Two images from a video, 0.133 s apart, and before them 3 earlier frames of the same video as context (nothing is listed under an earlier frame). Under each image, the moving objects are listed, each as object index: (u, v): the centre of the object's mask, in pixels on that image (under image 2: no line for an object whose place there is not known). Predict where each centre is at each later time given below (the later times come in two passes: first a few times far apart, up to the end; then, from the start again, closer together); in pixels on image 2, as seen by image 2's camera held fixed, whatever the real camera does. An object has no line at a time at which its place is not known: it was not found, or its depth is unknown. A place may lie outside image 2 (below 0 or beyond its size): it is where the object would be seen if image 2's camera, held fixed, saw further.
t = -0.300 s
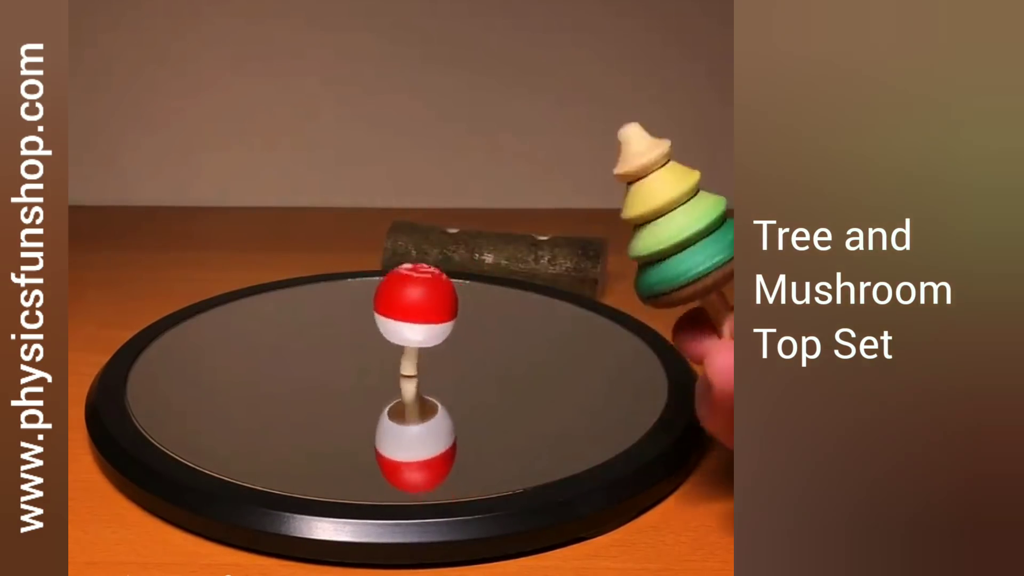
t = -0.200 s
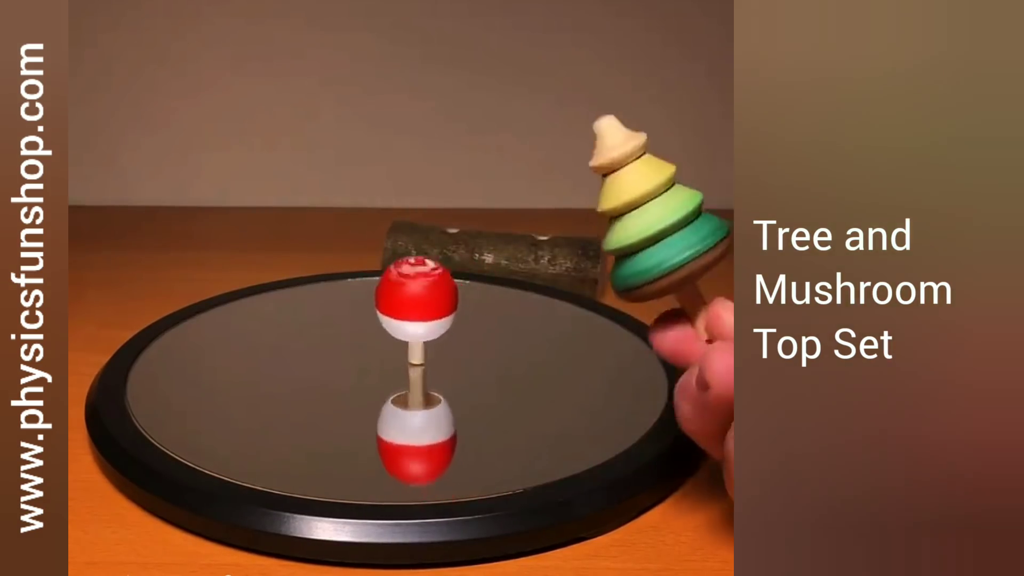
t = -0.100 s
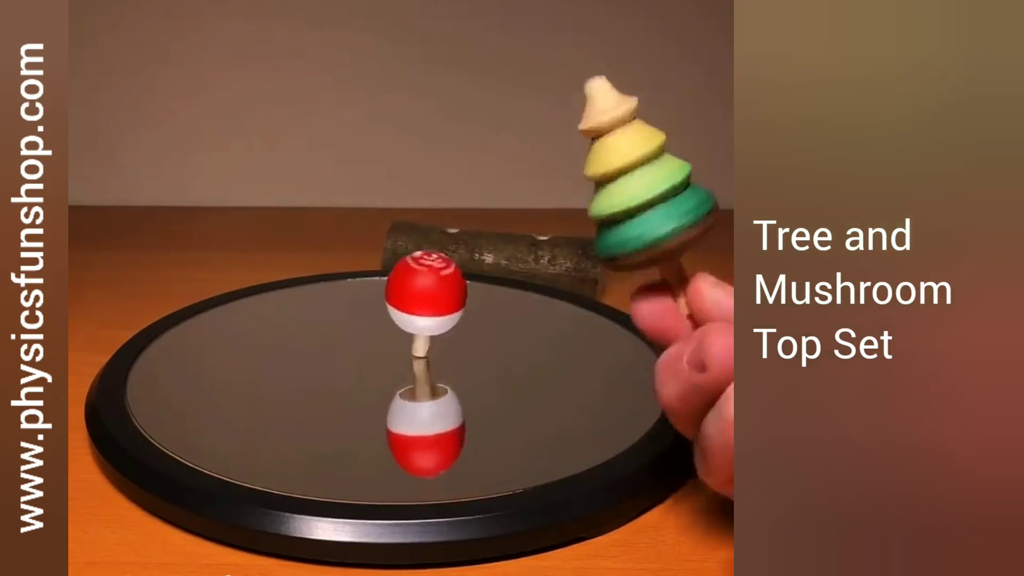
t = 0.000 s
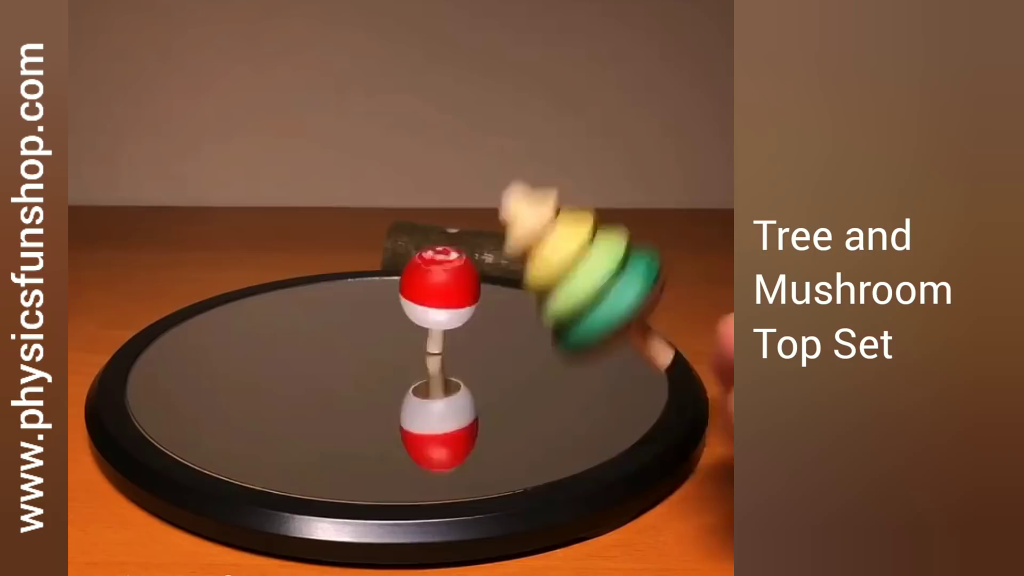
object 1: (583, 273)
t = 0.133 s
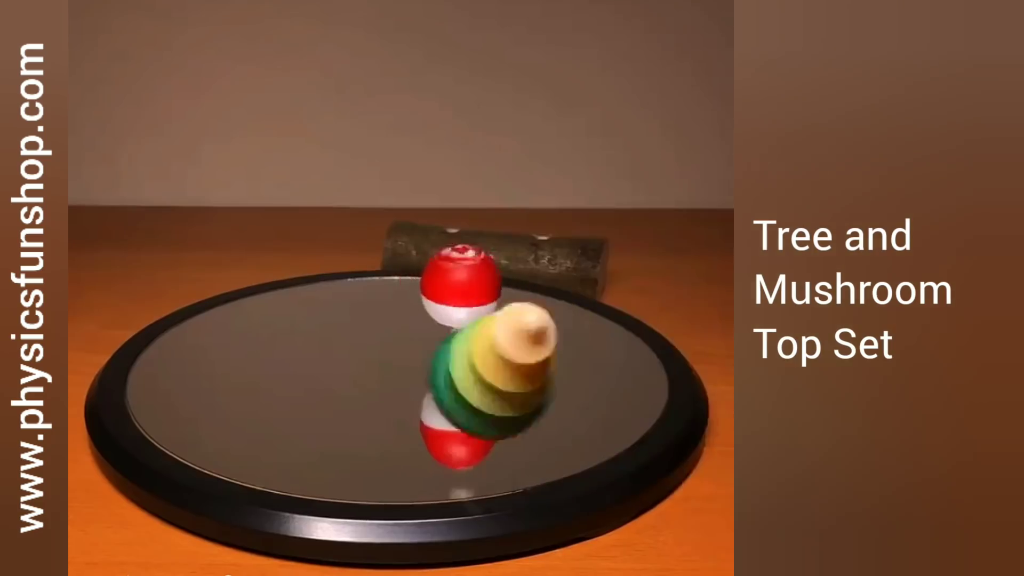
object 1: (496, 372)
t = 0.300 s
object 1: (389, 372)
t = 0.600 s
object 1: (297, 316)
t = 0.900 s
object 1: (262, 286)
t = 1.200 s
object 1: (295, 264)
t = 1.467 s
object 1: (342, 247)
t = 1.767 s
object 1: (395, 229)
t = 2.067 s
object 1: (447, 234)
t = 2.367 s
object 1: (499, 248)
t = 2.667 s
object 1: (542, 266)
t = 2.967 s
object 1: (561, 283)
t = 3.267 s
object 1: (537, 298)
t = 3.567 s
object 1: (479, 313)
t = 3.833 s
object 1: (427, 322)
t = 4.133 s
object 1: (379, 323)
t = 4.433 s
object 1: (354, 313)
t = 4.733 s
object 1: (338, 291)
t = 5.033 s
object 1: (324, 268)
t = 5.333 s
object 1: (331, 257)
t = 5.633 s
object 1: (363, 250)
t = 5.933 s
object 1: (394, 227)
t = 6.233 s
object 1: (444, 245)
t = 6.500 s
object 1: (487, 254)
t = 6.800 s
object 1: (520, 262)
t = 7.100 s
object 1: (525, 272)
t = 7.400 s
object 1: (512, 289)
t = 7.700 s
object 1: (501, 304)
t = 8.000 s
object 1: (473, 311)
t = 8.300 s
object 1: (436, 313)
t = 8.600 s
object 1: (392, 308)
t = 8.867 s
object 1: (358, 300)
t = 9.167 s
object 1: (339, 291)
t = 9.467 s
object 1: (340, 279)
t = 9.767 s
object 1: (350, 267)
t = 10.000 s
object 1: (364, 259)
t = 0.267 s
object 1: (406, 378)
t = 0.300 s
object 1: (389, 372)
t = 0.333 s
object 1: (375, 376)
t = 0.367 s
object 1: (362, 378)
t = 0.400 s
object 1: (353, 369)
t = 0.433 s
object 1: (347, 358)
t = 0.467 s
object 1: (341, 355)
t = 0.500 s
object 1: (331, 346)
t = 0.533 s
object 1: (320, 332)
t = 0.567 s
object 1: (308, 326)
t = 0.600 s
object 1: (297, 316)
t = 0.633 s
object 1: (285, 309)
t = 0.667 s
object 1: (276, 305)
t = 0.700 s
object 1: (268, 301)
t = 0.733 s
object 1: (264, 299)
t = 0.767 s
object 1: (262, 296)
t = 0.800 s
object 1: (261, 293)
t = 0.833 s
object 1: (261, 291)
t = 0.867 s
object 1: (261, 288)
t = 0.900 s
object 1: (262, 286)
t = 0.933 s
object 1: (264, 284)
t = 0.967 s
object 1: (266, 281)
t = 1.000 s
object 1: (269, 279)
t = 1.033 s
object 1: (272, 276)
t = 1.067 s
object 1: (276, 274)
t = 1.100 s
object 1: (280, 272)
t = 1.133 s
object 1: (285, 269)
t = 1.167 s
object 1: (289, 266)
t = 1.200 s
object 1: (295, 264)
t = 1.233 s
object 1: (300, 262)
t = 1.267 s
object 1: (306, 260)
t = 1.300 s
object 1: (311, 257)
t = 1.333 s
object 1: (317, 255)
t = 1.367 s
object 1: (323, 253)
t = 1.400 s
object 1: (330, 251)
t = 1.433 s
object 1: (336, 249)
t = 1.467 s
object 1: (342, 247)
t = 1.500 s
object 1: (348, 245)
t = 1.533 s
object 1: (354, 243)
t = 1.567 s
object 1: (360, 242)
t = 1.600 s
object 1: (366, 240)
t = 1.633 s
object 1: (373, 239)
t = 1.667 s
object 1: (379, 238)
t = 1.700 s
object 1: (384, 237)
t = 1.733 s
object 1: (389, 235)
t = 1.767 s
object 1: (395, 229)
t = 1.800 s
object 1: (400, 216)
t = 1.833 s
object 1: (406, 214)
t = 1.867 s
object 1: (412, 214)
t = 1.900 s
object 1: (418, 213)
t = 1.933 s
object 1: (424, 212)
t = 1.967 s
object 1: (430, 213)
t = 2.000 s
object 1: (436, 226)
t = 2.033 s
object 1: (442, 232)
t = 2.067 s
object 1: (447, 234)
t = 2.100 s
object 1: (452, 235)
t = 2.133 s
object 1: (458, 237)
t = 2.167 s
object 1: (466, 239)
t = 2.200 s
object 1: (471, 240)
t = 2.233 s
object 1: (477, 242)
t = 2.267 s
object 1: (482, 243)
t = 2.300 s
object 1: (488, 245)
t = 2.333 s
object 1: (493, 246)
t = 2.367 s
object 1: (499, 248)
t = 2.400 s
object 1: (504, 250)
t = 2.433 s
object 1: (510, 252)
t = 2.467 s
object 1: (515, 253)
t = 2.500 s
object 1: (520, 256)
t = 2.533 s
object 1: (525, 258)
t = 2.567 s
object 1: (530, 260)
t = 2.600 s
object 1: (534, 262)
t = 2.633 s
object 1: (538, 264)
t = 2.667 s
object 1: (542, 266)
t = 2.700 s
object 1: (546, 268)
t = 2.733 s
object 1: (550, 270)
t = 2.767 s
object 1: (552, 272)
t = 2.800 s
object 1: (555, 274)
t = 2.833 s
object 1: (557, 276)
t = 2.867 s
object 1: (559, 278)
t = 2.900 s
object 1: (560, 279)
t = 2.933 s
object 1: (561, 281)
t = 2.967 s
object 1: (561, 283)
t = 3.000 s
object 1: (561, 285)
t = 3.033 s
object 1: (559, 287)
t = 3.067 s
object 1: (558, 288)
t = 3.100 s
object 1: (556, 290)
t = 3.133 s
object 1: (553, 291)
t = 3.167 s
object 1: (550, 293)
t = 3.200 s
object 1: (546, 295)
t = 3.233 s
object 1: (542, 297)
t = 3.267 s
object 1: (537, 298)
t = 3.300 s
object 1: (532, 300)
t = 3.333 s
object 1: (527, 302)
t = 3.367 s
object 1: (521, 303)
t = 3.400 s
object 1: (515, 305)
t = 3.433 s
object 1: (509, 307)
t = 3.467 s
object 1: (502, 308)
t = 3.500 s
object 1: (496, 309)
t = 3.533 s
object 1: (489, 311)
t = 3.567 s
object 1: (479, 313)
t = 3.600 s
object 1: (472, 315)
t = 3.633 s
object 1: (465, 316)
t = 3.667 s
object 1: (459, 318)
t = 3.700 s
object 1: (452, 318)
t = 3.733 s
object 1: (446, 319)
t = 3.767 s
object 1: (439, 321)
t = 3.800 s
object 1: (433, 322)
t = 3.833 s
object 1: (427, 322)
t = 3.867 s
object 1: (421, 323)
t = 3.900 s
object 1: (415, 322)
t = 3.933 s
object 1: (410, 322)
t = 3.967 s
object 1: (404, 322)
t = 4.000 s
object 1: (398, 323)
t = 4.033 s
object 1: (393, 323)
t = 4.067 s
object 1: (388, 324)
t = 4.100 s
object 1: (383, 323)
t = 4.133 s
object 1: (379, 323)
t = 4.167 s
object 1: (375, 323)
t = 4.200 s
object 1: (372, 323)
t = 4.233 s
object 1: (369, 322)
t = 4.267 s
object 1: (366, 321)
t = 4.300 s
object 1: (363, 320)
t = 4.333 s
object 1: (361, 318)
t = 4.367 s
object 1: (358, 317)
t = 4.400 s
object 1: (356, 315)
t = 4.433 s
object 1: (354, 313)
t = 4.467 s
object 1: (352, 311)
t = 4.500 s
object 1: (351, 309)
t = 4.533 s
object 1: (349, 306)
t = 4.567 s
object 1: (347, 305)
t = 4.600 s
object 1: (345, 303)
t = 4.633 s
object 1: (343, 299)
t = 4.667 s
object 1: (342, 297)
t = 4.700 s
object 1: (340, 294)
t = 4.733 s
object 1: (338, 291)
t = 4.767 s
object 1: (336, 288)
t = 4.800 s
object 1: (334, 286)
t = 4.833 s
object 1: (332, 283)
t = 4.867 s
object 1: (331, 281)
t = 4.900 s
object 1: (329, 278)
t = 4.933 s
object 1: (327, 275)
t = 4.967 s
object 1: (326, 273)
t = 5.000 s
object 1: (325, 271)
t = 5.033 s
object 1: (324, 268)
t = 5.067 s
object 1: (324, 267)
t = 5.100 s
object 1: (324, 265)
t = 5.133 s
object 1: (323, 264)
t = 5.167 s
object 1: (324, 263)
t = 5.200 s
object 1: (325, 261)
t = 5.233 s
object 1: (326, 259)
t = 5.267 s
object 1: (327, 258)
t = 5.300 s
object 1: (329, 258)
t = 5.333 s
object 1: (331, 257)
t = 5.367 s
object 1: (334, 256)
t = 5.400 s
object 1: (336, 255)
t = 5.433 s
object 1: (340, 255)
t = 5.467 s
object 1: (344, 254)
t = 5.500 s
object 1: (348, 254)
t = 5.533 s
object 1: (352, 253)
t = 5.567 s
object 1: (356, 252)
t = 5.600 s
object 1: (360, 251)
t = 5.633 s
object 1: (363, 250)
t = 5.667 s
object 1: (366, 250)
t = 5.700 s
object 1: (369, 249)
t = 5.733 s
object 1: (372, 248)
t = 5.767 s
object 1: (375, 247)
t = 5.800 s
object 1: (379, 246)
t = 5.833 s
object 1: (383, 246)
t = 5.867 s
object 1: (386, 244)
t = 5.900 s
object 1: (390, 242)
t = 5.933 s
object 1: (394, 227)
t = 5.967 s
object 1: (398, 226)
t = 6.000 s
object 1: (402, 226)
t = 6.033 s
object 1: (408, 225)
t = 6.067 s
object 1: (415, 224)
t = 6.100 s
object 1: (420, 223)
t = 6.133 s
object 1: (426, 225)
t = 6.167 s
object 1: (434, 227)
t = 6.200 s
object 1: (440, 227)
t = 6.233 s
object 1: (444, 245)
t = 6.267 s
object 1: (450, 247)
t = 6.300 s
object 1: (455, 248)
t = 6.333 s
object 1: (463, 251)
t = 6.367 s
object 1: (468, 251)
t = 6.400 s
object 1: (473, 252)
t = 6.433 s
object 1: (478, 252)
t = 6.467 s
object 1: (482, 253)
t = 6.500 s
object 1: (487, 254)
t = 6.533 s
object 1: (491, 255)
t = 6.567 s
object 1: (495, 256)
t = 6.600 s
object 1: (499, 257)
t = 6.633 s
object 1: (503, 258)
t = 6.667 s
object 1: (507, 258)
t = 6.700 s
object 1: (511, 259)
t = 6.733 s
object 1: (514, 259)
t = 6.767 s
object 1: (517, 261)
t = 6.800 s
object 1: (520, 262)
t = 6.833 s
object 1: (522, 262)
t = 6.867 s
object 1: (523, 264)
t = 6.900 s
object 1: (525, 264)
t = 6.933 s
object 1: (525, 265)
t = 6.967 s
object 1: (526, 267)
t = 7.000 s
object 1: (526, 268)
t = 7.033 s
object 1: (526, 269)
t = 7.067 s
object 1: (526, 270)
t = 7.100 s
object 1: (525, 272)
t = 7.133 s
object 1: (524, 273)
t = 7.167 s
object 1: (523, 275)
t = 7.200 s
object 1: (521, 277)
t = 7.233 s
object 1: (519, 279)
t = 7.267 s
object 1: (518, 281)
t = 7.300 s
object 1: (515, 283)
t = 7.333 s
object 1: (513, 285)
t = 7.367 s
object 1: (512, 287)
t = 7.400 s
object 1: (512, 289)
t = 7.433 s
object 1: (510, 290)
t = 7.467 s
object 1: (509, 293)
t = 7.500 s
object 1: (509, 295)
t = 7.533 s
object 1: (508, 297)
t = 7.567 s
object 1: (507, 298)
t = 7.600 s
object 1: (505, 300)
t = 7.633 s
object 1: (504, 301)
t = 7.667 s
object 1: (503, 303)
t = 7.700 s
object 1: (501, 304)
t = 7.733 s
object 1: (498, 306)
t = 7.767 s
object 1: (496, 307)
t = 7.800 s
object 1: (493, 308)
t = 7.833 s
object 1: (490, 308)
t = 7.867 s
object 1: (487, 309)
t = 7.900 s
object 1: (484, 309)
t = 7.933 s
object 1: (480, 309)
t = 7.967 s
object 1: (477, 310)
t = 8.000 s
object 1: (473, 311)
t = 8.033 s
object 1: (470, 311)
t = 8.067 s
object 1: (466, 311)
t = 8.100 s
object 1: (462, 312)
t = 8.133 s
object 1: (459, 313)
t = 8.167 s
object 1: (454, 313)
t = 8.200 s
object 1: (450, 313)
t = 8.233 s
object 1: (445, 313)
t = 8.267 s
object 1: (441, 313)
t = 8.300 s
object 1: (436, 313)
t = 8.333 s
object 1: (431, 313)
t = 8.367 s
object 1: (426, 312)
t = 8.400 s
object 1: (421, 312)
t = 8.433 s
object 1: (417, 311)
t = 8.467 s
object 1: (411, 311)
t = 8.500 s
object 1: (407, 311)
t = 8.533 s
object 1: (402, 309)
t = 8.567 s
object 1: (397, 309)
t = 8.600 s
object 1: (392, 308)
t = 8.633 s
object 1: (387, 307)
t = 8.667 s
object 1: (383, 305)
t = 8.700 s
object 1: (378, 305)
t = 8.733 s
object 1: (373, 303)
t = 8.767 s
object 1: (369, 302)
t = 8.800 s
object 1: (365, 301)
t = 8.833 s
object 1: (362, 302)
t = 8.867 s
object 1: (358, 300)
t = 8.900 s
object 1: (355, 299)
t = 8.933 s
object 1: (352, 298)
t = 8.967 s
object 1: (349, 297)
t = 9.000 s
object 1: (347, 295)
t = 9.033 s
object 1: (345, 295)
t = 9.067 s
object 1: (343, 294)
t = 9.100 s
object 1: (341, 293)
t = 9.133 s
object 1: (340, 292)
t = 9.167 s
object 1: (339, 291)
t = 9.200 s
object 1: (338, 289)
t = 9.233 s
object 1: (337, 288)
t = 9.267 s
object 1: (337, 287)
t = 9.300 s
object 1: (337, 286)
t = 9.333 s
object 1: (337, 285)
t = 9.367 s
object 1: (338, 283)
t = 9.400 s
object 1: (339, 282)
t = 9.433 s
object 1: (339, 281)
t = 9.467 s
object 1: (340, 279)
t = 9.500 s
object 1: (342, 277)
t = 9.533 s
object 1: (343, 275)
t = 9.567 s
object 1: (344, 275)
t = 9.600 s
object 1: (344, 273)
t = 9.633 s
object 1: (345, 272)
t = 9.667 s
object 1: (346, 270)
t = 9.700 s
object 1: (347, 269)
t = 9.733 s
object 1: (348, 268)
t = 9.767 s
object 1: (350, 267)
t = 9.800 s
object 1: (351, 265)
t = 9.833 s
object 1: (353, 264)
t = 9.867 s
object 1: (355, 263)
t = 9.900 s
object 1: (357, 262)
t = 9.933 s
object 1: (359, 261)
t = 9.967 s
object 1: (361, 260)
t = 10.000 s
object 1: (364, 259)
